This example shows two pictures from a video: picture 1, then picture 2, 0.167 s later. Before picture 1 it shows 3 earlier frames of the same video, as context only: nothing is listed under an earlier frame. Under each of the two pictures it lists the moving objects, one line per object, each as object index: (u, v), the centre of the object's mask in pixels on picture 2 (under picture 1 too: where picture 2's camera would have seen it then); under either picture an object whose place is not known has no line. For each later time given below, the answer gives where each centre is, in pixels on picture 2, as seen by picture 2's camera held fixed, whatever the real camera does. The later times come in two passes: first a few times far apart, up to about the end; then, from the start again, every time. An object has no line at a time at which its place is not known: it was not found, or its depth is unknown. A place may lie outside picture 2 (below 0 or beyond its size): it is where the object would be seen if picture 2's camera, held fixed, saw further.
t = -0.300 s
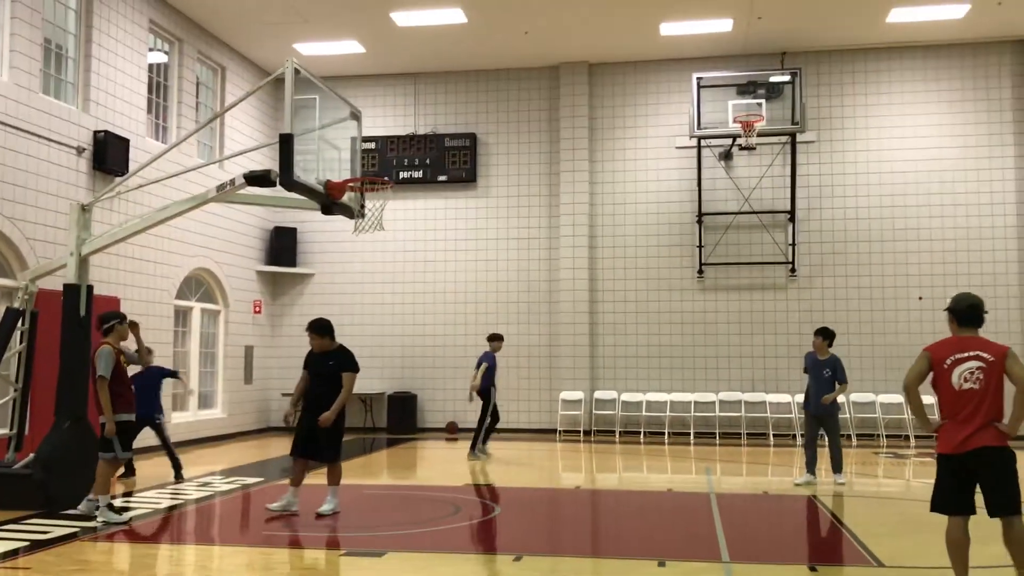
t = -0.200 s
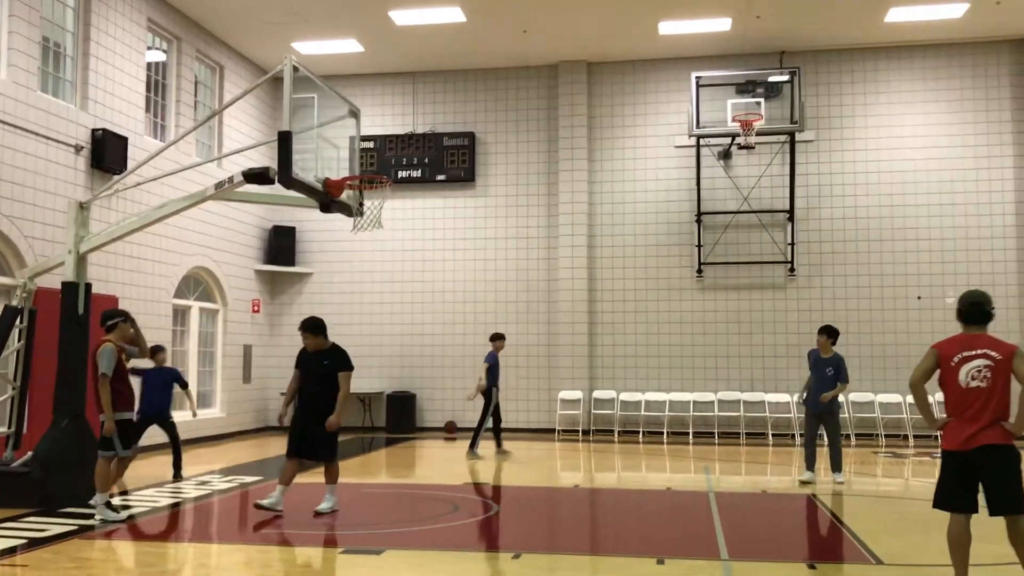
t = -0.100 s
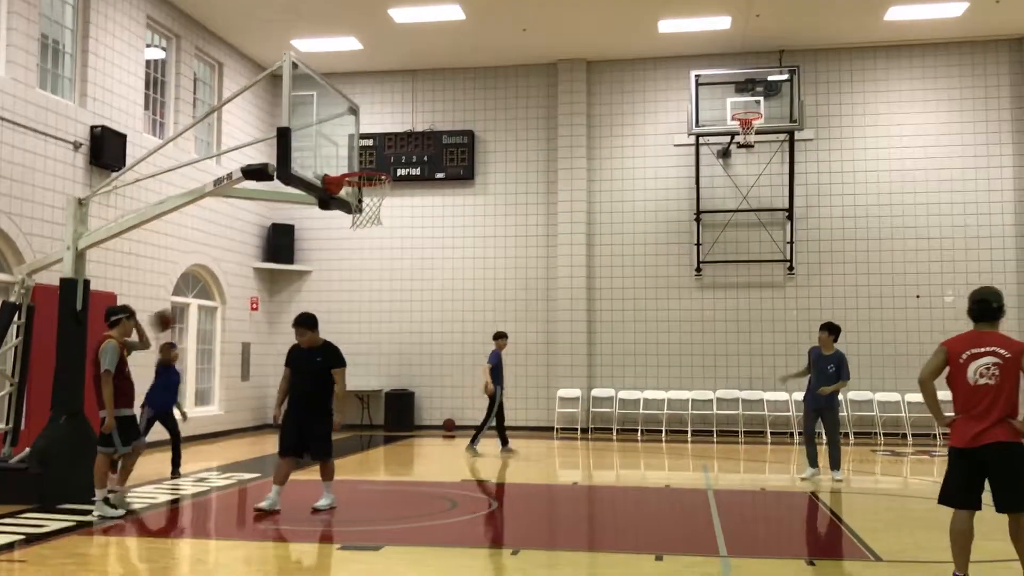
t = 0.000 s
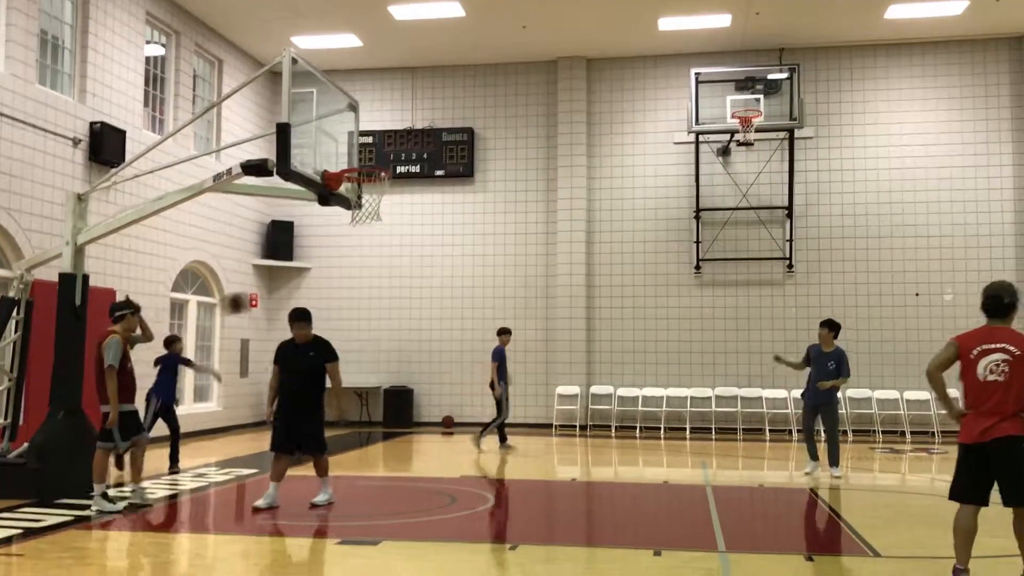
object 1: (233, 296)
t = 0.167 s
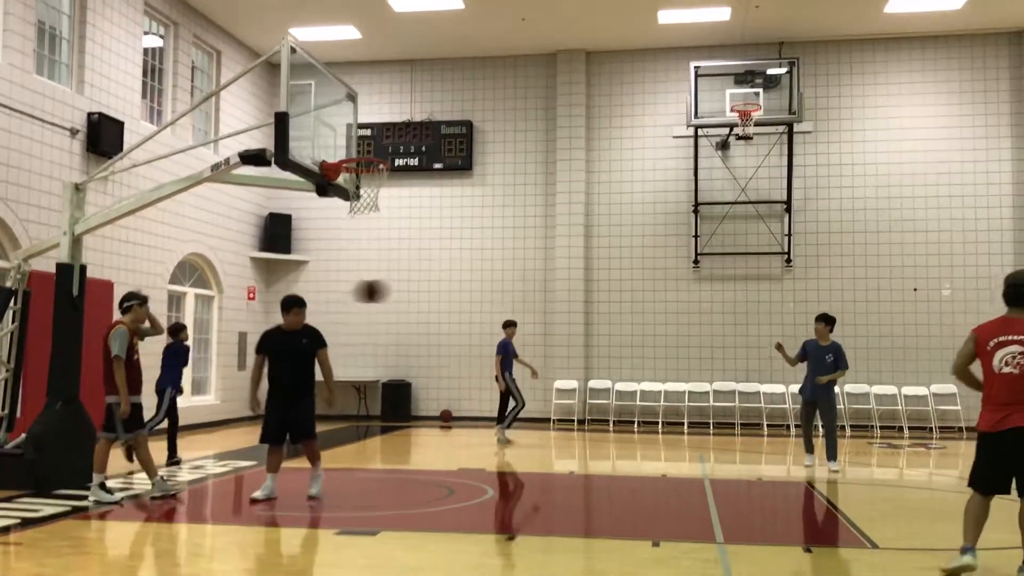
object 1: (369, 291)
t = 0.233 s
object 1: (429, 296)
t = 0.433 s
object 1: (635, 338)
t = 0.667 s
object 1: (952, 465)
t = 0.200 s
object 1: (399, 293)
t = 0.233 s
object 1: (429, 296)
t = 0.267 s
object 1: (461, 299)
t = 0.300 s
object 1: (493, 305)
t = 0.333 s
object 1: (528, 310)
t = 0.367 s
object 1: (561, 318)
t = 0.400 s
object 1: (598, 327)
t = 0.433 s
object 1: (635, 338)
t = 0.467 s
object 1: (674, 349)
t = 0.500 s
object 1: (715, 364)
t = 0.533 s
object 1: (757, 376)
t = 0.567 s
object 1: (802, 395)
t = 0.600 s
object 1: (851, 413)
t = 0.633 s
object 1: (899, 439)
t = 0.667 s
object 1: (952, 465)
